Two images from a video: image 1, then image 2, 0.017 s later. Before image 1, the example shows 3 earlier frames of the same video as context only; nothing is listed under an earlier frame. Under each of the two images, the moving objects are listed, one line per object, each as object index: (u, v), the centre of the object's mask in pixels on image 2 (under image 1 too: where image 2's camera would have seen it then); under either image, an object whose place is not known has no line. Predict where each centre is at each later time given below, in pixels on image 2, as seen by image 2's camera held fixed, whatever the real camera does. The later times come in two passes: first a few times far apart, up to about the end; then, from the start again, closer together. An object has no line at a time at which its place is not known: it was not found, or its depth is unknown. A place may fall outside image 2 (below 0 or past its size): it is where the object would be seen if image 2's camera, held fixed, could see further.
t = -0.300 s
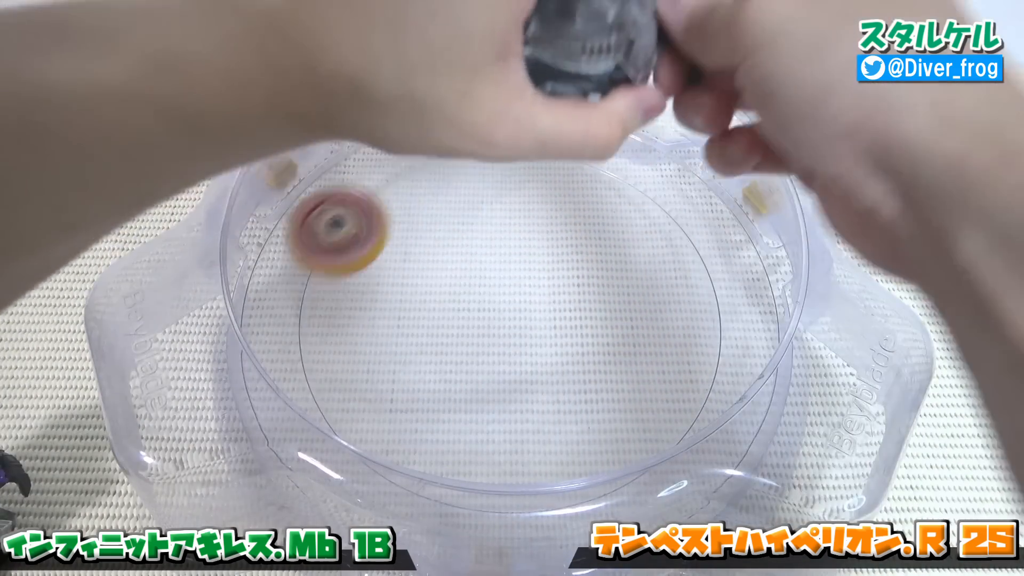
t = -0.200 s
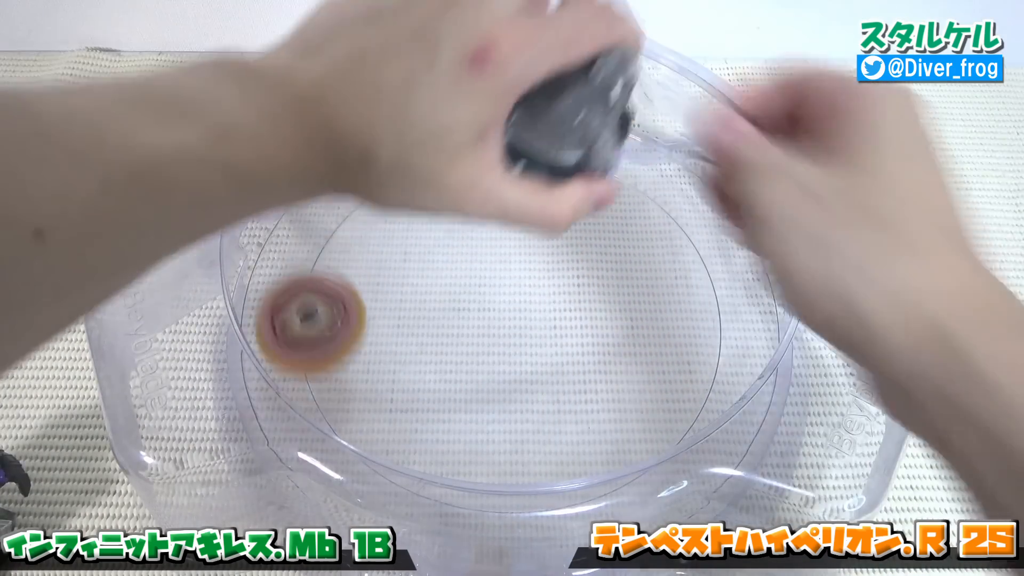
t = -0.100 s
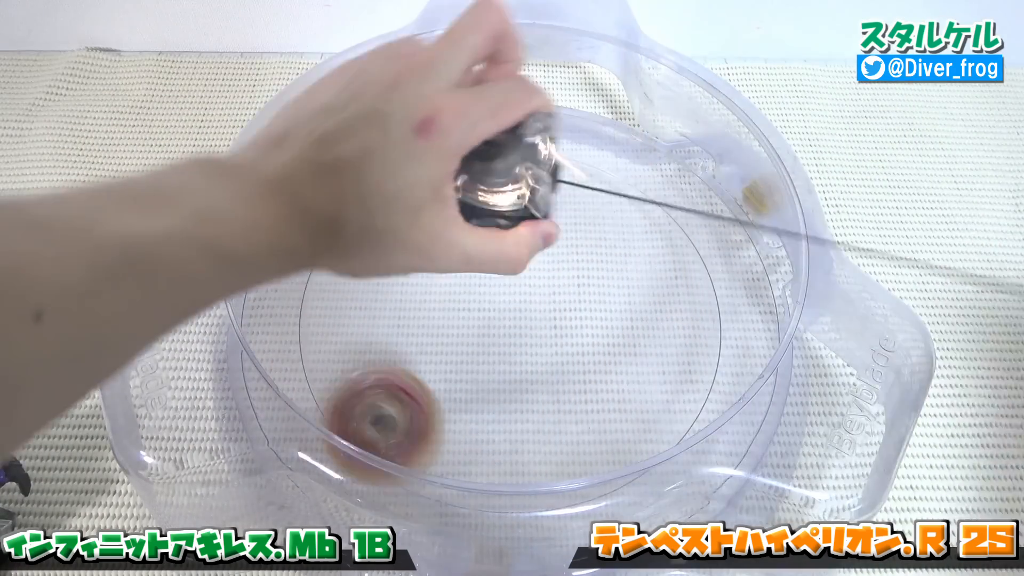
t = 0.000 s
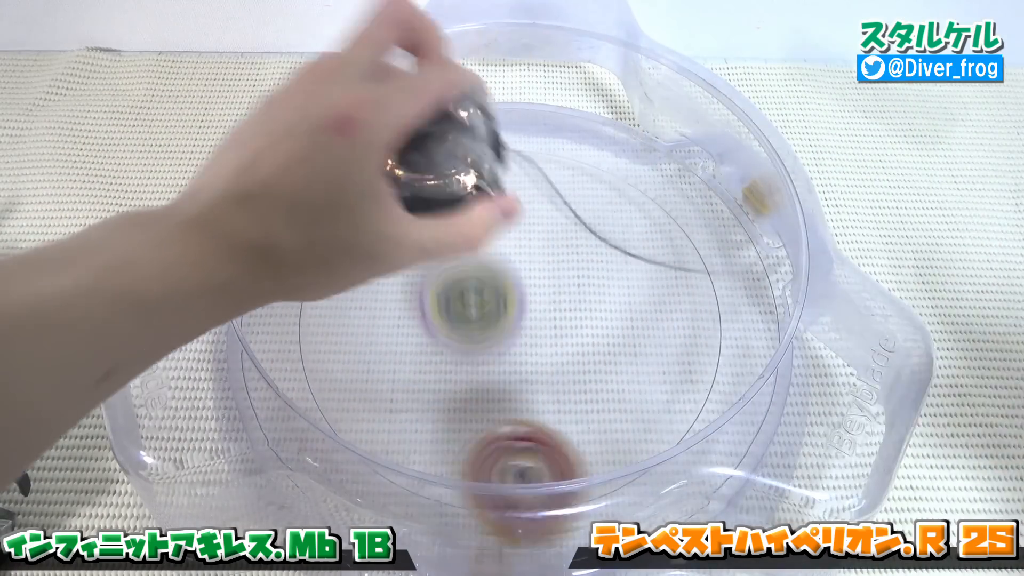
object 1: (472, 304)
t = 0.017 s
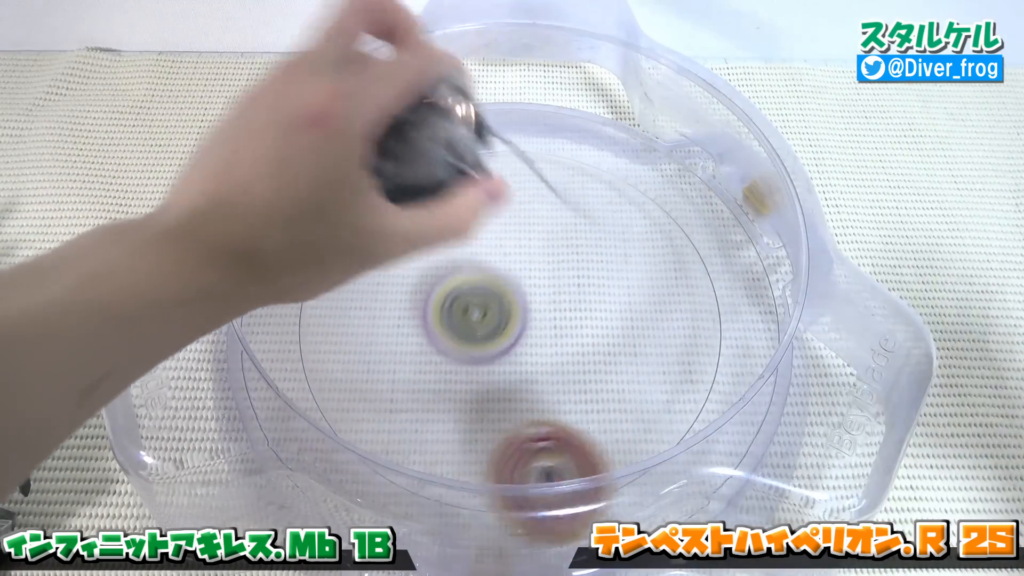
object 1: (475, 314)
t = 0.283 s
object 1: (565, 294)
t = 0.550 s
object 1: (563, 251)
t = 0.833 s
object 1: (542, 242)
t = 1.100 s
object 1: (581, 297)
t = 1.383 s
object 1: (591, 263)
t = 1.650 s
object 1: (514, 289)
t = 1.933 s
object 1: (546, 373)
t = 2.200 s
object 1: (585, 267)
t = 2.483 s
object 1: (418, 292)
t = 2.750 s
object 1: (510, 470)
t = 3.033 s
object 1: (666, 283)
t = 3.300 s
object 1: (434, 155)
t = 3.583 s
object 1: (301, 380)
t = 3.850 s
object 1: (598, 476)
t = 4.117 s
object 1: (720, 255)
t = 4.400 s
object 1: (369, 245)
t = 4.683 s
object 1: (556, 255)
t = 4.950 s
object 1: (582, 244)
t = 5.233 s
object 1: (584, 252)
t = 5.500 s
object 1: (583, 267)
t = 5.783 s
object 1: (589, 282)
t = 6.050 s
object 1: (576, 299)
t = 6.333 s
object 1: (546, 320)
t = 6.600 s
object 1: (521, 335)
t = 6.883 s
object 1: (491, 338)
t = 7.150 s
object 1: (467, 323)
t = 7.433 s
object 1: (453, 303)
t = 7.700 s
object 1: (448, 286)
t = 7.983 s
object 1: (466, 271)
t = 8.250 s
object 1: (491, 265)
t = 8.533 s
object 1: (516, 262)
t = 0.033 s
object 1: (481, 303)
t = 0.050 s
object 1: (487, 295)
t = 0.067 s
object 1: (493, 288)
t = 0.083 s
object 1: (500, 285)
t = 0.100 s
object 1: (507, 284)
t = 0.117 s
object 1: (513, 286)
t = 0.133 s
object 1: (520, 291)
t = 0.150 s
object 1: (527, 299)
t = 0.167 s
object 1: (533, 309)
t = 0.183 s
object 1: (538, 321)
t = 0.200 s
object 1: (543, 329)
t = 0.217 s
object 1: (548, 318)
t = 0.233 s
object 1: (553, 308)
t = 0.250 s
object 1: (557, 300)
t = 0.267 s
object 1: (561, 297)
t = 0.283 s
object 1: (565, 294)
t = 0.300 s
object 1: (568, 295)
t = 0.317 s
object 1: (571, 298)
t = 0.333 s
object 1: (573, 300)
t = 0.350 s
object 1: (575, 292)
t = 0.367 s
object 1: (577, 285)
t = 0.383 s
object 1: (578, 281)
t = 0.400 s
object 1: (579, 280)
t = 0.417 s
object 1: (579, 279)
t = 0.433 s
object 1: (578, 273)
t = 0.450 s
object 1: (577, 270)
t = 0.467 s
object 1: (575, 268)
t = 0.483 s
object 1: (573, 263)
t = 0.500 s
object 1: (571, 260)
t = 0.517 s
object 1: (569, 258)
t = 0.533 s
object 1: (566, 254)
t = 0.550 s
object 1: (563, 251)
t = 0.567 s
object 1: (560, 248)
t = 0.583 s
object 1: (558, 245)
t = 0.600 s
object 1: (556, 242)
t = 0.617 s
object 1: (553, 239)
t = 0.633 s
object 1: (551, 237)
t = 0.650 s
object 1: (550, 235)
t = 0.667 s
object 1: (548, 233)
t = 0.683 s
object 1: (547, 231)
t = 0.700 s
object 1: (546, 230)
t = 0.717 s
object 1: (545, 230)
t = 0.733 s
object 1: (544, 230)
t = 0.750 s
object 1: (544, 230)
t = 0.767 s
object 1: (543, 232)
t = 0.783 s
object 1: (543, 234)
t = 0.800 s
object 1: (542, 236)
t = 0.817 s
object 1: (542, 239)
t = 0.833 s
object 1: (542, 242)
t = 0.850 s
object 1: (543, 245)
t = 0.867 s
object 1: (544, 249)
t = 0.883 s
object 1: (545, 253)
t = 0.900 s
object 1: (547, 257)
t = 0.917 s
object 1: (549, 262)
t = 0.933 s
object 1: (551, 267)
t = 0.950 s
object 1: (554, 270)
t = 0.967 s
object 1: (557, 275)
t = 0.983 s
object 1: (560, 278)
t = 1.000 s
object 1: (562, 282)
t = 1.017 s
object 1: (566, 286)
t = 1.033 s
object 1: (569, 288)
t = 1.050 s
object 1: (572, 291)
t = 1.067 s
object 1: (575, 294)
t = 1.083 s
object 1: (578, 296)
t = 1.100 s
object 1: (581, 297)
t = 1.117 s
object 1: (583, 298)
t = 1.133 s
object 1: (586, 298)
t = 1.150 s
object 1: (588, 299)
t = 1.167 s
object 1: (591, 299)
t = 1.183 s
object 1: (592, 297)
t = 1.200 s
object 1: (594, 296)
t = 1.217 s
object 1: (596, 294)
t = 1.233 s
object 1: (597, 292)
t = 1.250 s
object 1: (598, 289)
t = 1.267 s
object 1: (598, 287)
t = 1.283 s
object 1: (598, 284)
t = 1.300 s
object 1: (598, 281)
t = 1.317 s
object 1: (597, 277)
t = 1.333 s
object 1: (596, 274)
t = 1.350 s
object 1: (595, 269)
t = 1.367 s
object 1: (593, 266)
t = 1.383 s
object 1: (591, 263)
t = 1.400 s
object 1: (589, 257)
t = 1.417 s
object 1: (586, 254)
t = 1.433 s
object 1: (583, 250)
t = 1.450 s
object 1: (579, 248)
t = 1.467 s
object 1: (574, 246)
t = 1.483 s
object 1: (569, 246)
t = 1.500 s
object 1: (564, 246)
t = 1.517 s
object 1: (558, 248)
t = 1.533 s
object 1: (552, 251)
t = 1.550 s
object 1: (547, 254)
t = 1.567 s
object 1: (541, 258)
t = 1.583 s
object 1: (535, 263)
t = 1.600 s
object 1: (529, 269)
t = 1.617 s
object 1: (524, 275)
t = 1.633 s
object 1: (518, 282)
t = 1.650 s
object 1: (514, 289)
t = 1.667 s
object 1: (510, 297)
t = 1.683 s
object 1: (507, 305)
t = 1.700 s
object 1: (505, 313)
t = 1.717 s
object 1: (503, 321)
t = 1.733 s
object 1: (502, 329)
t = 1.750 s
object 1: (503, 338)
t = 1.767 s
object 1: (503, 345)
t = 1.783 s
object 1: (505, 353)
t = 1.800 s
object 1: (507, 360)
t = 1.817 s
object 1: (510, 367)
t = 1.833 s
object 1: (515, 372)
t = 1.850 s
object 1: (520, 377)
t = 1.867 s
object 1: (525, 381)
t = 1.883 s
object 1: (531, 381)
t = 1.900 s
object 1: (535, 380)
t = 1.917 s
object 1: (540, 377)
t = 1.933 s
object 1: (546, 373)
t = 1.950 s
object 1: (552, 369)
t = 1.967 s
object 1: (558, 364)
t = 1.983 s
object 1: (564, 360)
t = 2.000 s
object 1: (571, 354)
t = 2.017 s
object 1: (578, 348)
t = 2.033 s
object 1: (584, 341)
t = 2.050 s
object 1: (590, 334)
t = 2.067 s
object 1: (595, 325)
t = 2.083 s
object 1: (600, 318)
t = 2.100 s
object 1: (604, 309)
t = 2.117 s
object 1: (606, 302)
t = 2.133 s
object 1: (604, 295)
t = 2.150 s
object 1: (602, 287)
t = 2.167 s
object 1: (597, 280)
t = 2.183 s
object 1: (592, 273)
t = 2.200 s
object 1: (585, 267)
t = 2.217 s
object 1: (578, 262)
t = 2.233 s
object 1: (569, 257)
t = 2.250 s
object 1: (561, 254)
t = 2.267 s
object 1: (551, 250)
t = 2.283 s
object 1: (541, 248)
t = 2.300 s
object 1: (530, 246)
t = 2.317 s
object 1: (520, 245)
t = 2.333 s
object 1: (510, 246)
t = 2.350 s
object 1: (499, 247)
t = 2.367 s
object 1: (488, 250)
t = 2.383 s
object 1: (478, 253)
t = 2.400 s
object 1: (466, 257)
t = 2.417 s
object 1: (456, 263)
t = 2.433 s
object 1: (446, 268)
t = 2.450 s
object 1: (436, 276)
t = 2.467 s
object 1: (426, 283)
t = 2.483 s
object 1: (418, 292)
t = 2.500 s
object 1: (410, 300)
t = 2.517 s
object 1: (403, 310)
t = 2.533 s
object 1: (397, 321)
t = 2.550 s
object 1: (394, 331)
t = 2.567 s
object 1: (392, 344)
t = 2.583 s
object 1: (394, 359)
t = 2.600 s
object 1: (397, 372)
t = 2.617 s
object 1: (403, 387)
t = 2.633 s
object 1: (410, 402)
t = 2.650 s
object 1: (420, 415)
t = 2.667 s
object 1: (431, 425)
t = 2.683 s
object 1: (446, 435)
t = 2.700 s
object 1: (459, 450)
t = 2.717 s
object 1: (475, 458)
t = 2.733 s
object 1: (493, 464)
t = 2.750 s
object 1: (510, 470)
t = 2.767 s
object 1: (530, 474)
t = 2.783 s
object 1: (550, 475)
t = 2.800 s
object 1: (567, 473)
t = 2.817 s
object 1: (589, 466)
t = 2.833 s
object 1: (606, 460)
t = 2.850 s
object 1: (618, 449)
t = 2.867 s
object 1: (632, 438)
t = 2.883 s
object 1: (645, 423)
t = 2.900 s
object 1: (655, 411)
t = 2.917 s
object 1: (665, 395)
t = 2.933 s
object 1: (671, 380)
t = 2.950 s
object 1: (675, 364)
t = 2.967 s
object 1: (677, 347)
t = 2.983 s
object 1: (677, 330)
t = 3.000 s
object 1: (676, 315)
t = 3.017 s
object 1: (671, 298)
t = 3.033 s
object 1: (666, 283)
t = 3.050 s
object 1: (661, 267)
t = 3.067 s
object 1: (651, 251)
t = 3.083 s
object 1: (641, 237)
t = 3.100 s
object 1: (630, 225)
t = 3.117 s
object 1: (618, 213)
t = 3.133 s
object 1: (606, 202)
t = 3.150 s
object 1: (592, 192)
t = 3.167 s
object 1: (578, 184)
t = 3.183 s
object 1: (562, 176)
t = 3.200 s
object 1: (545, 169)
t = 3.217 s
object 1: (529, 164)
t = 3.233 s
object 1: (511, 160)
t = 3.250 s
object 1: (493, 157)
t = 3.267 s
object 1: (476, 155)
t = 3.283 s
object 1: (454, 154)
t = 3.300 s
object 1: (434, 155)
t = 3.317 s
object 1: (416, 157)
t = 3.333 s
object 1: (397, 160)
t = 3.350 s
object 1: (377, 167)
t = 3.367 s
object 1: (361, 173)
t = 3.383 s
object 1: (345, 184)
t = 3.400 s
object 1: (327, 198)
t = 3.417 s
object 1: (312, 208)
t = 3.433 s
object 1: (297, 221)
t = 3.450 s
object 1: (287, 237)
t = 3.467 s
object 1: (283, 254)
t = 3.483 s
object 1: (280, 272)
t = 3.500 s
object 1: (280, 291)
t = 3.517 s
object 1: (282, 308)
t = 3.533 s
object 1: (286, 324)
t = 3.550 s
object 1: (294, 343)
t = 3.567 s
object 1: (298, 361)
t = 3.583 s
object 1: (301, 380)
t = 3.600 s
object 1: (312, 398)
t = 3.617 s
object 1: (324, 414)
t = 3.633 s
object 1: (337, 429)
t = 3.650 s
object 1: (354, 443)
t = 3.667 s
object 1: (370, 455)
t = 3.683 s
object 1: (391, 464)
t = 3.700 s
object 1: (410, 473)
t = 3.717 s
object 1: (431, 483)
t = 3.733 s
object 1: (449, 489)
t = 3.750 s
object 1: (472, 495)
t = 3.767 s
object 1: (492, 500)
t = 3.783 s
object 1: (515, 494)
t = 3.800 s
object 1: (537, 496)
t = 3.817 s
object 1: (557, 490)
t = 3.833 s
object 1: (576, 483)
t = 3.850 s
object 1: (598, 476)
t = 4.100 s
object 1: (726, 270)
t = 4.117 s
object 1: (720, 255)
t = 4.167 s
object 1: (686, 181)
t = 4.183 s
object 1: (655, 167)
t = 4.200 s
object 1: (627, 156)
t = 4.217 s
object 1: (597, 144)
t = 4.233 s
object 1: (564, 133)
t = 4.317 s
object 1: (420, 122)
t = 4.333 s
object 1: (409, 145)
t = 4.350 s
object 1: (400, 168)
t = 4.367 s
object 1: (390, 194)
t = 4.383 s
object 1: (379, 219)
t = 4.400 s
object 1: (369, 245)
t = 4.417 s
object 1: (372, 255)
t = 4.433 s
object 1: (385, 251)
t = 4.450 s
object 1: (403, 249)
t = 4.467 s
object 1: (419, 249)
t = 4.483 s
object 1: (434, 249)
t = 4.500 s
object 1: (448, 248)
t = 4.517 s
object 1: (462, 247)
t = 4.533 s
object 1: (475, 248)
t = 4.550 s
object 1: (487, 249)
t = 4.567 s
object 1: (499, 250)
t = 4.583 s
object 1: (511, 251)
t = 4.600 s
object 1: (521, 252)
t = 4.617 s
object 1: (530, 253)
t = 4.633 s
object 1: (538, 254)
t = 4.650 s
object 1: (545, 254)
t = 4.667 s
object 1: (551, 255)
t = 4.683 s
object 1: (556, 255)
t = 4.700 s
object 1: (561, 256)
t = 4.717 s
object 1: (565, 256)
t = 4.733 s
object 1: (567, 255)
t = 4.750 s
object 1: (570, 254)
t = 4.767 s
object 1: (572, 253)
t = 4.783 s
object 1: (574, 251)
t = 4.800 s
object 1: (575, 250)
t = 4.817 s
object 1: (576, 249)
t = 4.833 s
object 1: (577, 248)
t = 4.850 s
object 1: (578, 247)
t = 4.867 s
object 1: (579, 246)
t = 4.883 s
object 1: (580, 246)
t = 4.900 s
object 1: (580, 245)
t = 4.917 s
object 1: (581, 245)
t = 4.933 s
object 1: (582, 245)
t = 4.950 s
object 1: (582, 244)
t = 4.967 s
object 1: (582, 244)
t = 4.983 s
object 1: (583, 243)
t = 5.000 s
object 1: (583, 243)
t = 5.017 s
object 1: (583, 243)
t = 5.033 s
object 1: (583, 243)
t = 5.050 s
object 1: (583, 244)
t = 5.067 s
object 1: (584, 244)
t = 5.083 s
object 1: (584, 245)
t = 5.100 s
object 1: (583, 244)
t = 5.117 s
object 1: (583, 246)
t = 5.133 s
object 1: (583, 246)
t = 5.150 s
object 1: (583, 247)
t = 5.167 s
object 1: (583, 248)
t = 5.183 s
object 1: (583, 250)
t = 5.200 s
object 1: (583, 251)
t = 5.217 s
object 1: (584, 252)
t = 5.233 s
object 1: (584, 252)
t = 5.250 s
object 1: (585, 253)
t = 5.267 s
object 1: (585, 253)
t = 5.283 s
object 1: (585, 253)
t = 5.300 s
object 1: (585, 254)
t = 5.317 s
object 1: (585, 255)
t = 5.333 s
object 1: (585, 256)
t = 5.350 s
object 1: (585, 258)
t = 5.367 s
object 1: (585, 258)
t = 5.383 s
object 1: (585, 259)
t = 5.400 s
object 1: (585, 260)
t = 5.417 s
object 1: (585, 260)
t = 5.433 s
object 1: (585, 262)
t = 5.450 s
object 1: (585, 263)
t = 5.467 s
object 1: (584, 265)
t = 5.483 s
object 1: (584, 266)
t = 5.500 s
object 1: (583, 267)
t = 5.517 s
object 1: (583, 268)
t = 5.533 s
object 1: (582, 269)
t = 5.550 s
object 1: (582, 271)
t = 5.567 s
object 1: (582, 273)
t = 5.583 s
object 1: (581, 274)
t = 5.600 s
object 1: (582, 276)
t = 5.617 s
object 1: (584, 274)
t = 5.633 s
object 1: (586, 275)
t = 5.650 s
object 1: (588, 274)
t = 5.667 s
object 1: (588, 275)
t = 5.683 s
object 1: (588, 276)
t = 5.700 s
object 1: (587, 277)
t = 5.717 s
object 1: (587, 278)
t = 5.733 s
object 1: (586, 280)
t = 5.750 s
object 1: (585, 281)
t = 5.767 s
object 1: (585, 282)
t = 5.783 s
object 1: (589, 282)
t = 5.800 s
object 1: (591, 281)
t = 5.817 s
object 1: (593, 282)
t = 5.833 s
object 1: (593, 282)
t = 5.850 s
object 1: (592, 283)
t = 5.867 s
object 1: (592, 284)
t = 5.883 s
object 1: (591, 285)
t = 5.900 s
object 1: (590, 286)
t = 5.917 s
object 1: (589, 288)
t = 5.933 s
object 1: (588, 289)
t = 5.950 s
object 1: (586, 290)
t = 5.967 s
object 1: (585, 292)
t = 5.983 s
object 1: (583, 293)
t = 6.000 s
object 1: (581, 295)
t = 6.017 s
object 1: (580, 296)
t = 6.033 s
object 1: (578, 297)
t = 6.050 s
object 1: (576, 299)
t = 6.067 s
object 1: (574, 301)
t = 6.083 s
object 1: (571, 302)
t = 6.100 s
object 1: (570, 303)
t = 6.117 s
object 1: (567, 305)
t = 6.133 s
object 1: (565, 306)
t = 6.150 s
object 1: (562, 307)
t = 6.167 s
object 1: (560, 308)
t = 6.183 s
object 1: (559, 310)
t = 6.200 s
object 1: (556, 311)
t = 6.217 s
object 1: (554, 312)
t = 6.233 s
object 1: (552, 312)
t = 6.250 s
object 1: (550, 314)
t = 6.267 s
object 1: (550, 316)
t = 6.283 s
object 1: (549, 316)
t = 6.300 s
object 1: (549, 318)
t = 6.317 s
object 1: (548, 319)
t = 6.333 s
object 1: (546, 320)
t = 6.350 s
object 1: (545, 321)
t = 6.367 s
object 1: (543, 322)
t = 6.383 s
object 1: (542, 323)
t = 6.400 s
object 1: (541, 325)
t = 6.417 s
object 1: (539, 326)
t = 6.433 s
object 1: (538, 327)
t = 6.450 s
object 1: (537, 328)
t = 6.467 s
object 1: (535, 328)
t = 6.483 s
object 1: (534, 330)
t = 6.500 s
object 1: (533, 331)
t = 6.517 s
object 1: (531, 332)
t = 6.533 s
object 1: (529, 333)
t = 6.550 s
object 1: (527, 333)
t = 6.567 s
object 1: (525, 334)
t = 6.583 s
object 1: (523, 335)
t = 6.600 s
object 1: (521, 335)
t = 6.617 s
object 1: (520, 335)
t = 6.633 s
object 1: (518, 336)
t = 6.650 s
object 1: (516, 337)
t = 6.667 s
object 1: (514, 337)
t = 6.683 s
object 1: (512, 338)
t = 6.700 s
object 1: (511, 339)
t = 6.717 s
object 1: (508, 338)
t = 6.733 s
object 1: (507, 339)
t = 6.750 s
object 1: (505, 339)
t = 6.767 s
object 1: (504, 339)
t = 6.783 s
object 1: (502, 339)
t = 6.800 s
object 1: (500, 340)
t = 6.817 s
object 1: (498, 339)
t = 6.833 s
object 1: (496, 339)
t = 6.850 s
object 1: (495, 339)
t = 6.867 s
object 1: (493, 338)
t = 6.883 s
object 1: (491, 338)
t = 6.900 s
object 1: (490, 338)
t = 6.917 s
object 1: (488, 337)
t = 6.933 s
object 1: (487, 336)
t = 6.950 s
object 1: (485, 336)
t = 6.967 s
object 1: (483, 335)
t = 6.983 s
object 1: (482, 334)
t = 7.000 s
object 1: (480, 333)
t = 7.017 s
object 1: (478, 332)
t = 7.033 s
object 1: (477, 331)
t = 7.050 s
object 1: (476, 330)
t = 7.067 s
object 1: (474, 329)
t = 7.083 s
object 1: (472, 328)
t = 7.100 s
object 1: (470, 327)
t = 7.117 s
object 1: (469, 325)
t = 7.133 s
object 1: (468, 324)
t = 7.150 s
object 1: (467, 323)
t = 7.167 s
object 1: (466, 322)
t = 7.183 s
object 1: (465, 322)
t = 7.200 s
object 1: (464, 320)
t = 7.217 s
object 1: (464, 319)
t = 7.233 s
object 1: (462, 317)
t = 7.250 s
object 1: (462, 316)
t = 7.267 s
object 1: (461, 315)
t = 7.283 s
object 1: (461, 314)
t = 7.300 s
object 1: (459, 313)
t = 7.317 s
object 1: (459, 311)
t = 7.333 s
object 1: (459, 309)
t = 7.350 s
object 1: (458, 308)
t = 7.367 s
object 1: (458, 307)
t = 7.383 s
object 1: (458, 306)
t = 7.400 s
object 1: (457, 305)
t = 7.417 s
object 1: (455, 304)
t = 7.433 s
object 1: (453, 303)
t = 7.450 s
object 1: (452, 302)
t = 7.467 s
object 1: (451, 301)
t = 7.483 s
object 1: (451, 300)
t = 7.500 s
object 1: (450, 299)
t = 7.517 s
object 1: (450, 298)
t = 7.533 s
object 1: (450, 297)
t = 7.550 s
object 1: (449, 296)
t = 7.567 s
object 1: (449, 295)
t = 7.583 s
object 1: (449, 294)
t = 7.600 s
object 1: (449, 293)
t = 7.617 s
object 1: (448, 292)
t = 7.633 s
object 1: (447, 290)
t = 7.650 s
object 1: (447, 290)
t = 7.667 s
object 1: (448, 289)
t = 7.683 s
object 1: (448, 288)
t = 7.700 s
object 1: (448, 286)
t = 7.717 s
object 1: (449, 286)
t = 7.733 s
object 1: (449, 285)
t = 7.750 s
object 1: (450, 284)
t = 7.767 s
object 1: (451, 283)
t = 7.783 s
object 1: (452, 282)
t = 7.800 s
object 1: (453, 281)
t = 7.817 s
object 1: (454, 280)
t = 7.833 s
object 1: (454, 279)
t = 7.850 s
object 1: (456, 279)
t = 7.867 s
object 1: (457, 277)
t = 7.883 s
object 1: (458, 276)
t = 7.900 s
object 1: (460, 275)
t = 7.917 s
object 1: (460, 274)
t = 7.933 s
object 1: (462, 274)
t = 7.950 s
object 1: (463, 273)
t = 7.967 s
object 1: (464, 272)
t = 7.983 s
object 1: (466, 271)
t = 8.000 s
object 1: (466, 271)
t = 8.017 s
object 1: (468, 271)
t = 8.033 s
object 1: (470, 270)
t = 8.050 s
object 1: (471, 269)
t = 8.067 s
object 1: (473, 269)
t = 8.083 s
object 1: (474, 268)
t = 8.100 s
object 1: (476, 268)
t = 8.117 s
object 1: (478, 268)
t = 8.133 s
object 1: (479, 267)
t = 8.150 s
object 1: (481, 267)
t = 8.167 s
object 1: (483, 267)
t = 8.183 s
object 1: (484, 267)
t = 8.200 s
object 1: (486, 266)
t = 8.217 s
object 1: (487, 267)
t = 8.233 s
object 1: (490, 266)
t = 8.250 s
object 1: (491, 265)
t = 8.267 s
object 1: (492, 264)
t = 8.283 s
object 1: (493, 264)
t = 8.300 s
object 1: (495, 264)
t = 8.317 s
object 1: (496, 263)
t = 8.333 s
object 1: (497, 264)
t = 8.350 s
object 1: (499, 263)
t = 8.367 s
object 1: (500, 263)
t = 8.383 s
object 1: (502, 263)
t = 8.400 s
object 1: (504, 264)
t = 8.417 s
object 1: (505, 263)
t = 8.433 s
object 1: (507, 262)
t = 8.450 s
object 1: (508, 262)
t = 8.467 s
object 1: (510, 261)
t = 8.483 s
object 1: (512, 261)
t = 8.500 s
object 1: (513, 262)
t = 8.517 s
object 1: (515, 262)
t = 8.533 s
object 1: (516, 262)
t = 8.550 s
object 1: (518, 262)
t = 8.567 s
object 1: (519, 264)
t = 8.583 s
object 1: (521, 264)
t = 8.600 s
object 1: (523, 264)
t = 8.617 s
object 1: (523, 265)
